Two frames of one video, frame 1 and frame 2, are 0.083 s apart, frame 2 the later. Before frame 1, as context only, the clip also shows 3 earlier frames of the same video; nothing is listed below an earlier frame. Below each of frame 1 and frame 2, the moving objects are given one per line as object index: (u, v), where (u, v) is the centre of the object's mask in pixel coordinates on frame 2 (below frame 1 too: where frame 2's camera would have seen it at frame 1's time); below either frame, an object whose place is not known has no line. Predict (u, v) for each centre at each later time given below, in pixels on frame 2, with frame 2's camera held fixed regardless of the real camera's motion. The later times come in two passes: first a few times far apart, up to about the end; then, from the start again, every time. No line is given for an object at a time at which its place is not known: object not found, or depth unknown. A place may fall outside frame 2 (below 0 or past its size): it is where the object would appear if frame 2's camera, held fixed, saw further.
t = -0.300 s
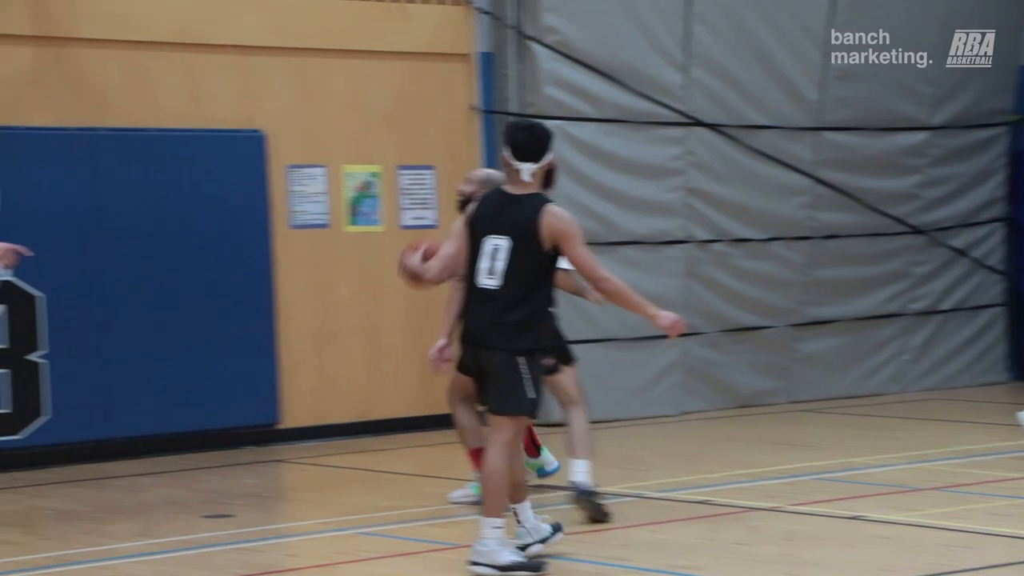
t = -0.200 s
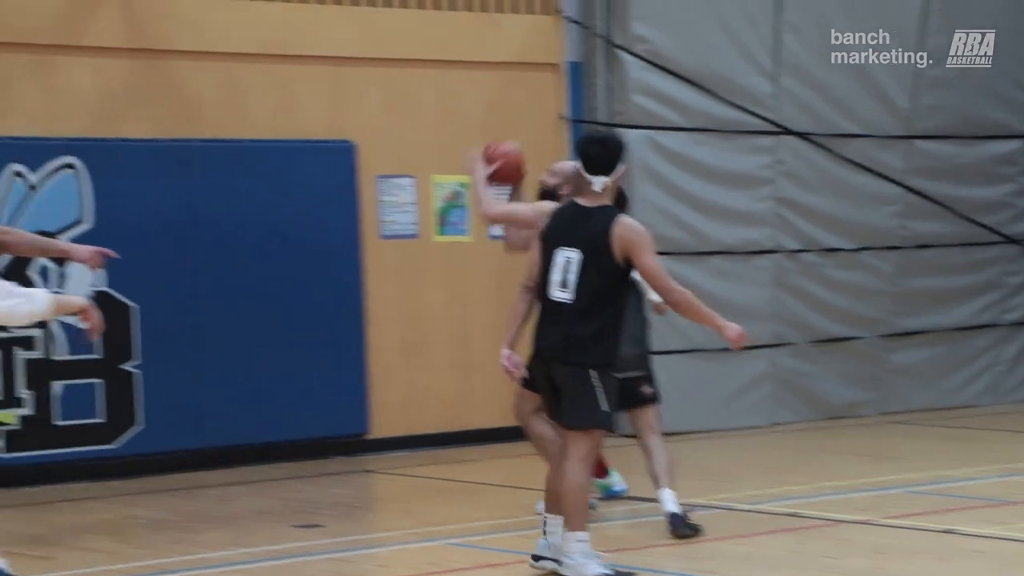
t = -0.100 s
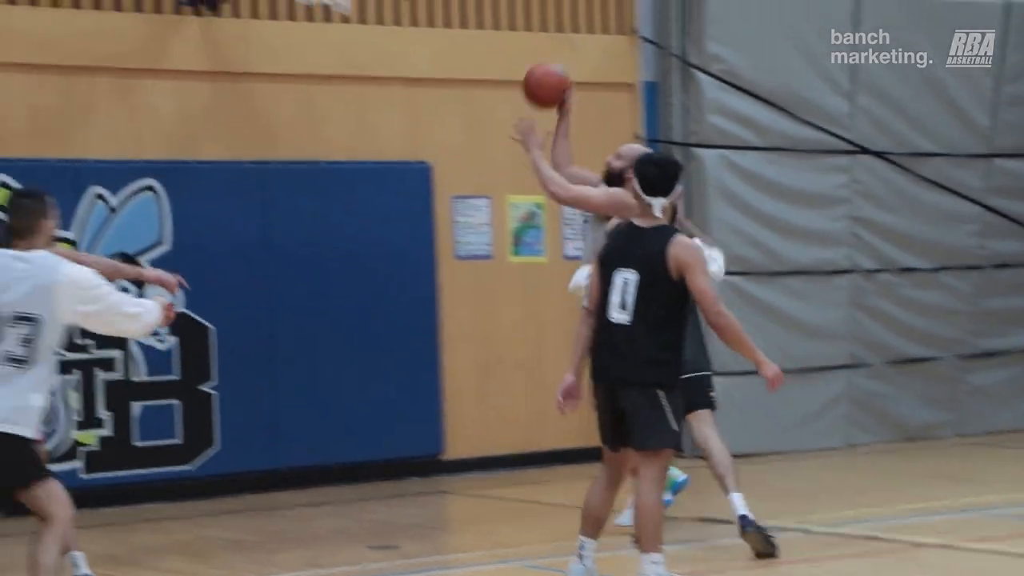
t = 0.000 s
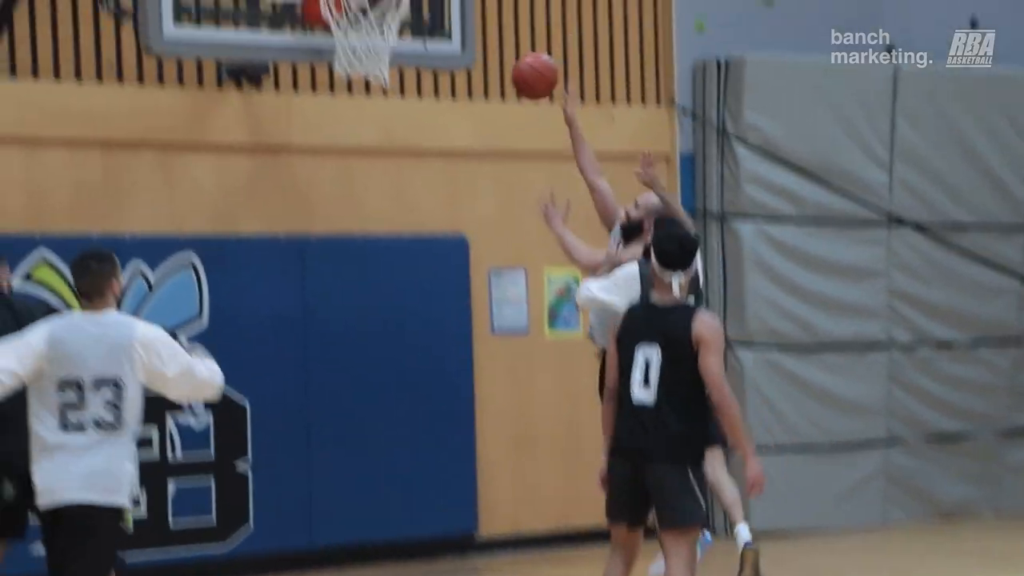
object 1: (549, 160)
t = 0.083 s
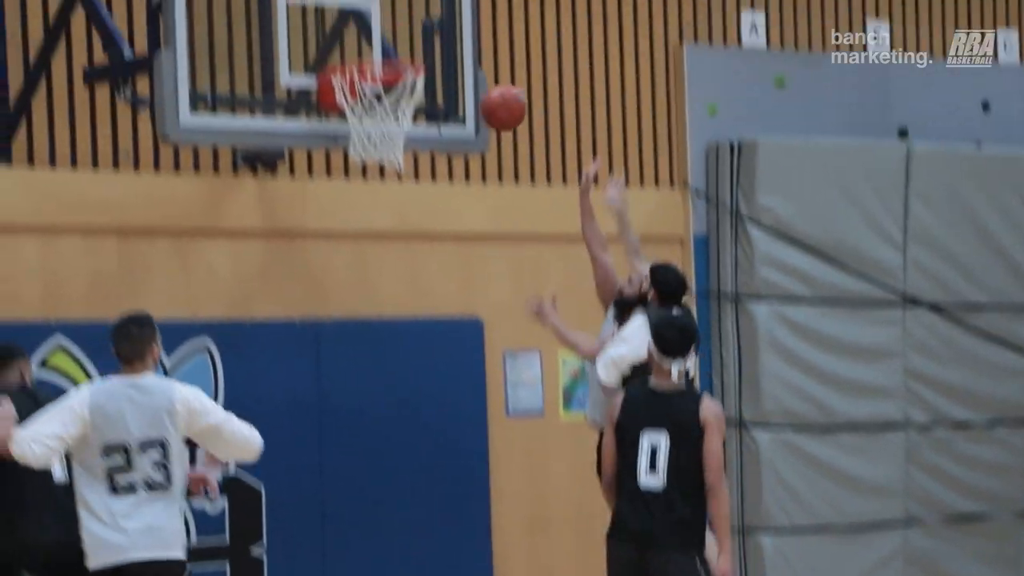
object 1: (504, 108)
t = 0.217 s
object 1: (435, 54)
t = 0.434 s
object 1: (412, 46)
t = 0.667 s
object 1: (406, 48)
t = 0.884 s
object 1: (368, 109)
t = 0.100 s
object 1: (495, 99)
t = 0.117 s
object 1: (486, 91)
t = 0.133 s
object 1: (477, 83)
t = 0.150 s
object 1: (468, 76)
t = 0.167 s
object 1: (460, 70)
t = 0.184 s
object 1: (450, 64)
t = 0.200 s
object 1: (443, 59)
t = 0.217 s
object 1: (435, 54)
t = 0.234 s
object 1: (425, 50)
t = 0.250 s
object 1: (421, 47)
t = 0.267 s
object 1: (420, 45)
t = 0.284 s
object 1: (419, 44)
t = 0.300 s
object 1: (419, 43)
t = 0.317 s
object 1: (418, 42)
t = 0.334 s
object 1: (417, 42)
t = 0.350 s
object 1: (417, 42)
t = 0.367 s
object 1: (416, 43)
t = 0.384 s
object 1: (415, 43)
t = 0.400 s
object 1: (414, 45)
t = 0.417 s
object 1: (413, 46)
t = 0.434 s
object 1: (412, 46)
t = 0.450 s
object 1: (412, 44)
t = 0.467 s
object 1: (411, 43)
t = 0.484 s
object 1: (411, 40)
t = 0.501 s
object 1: (410, 39)
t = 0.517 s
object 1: (410, 38)
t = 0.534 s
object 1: (410, 38)
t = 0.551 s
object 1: (409, 38)
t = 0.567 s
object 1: (409, 39)
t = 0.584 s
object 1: (408, 40)
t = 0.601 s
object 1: (408, 41)
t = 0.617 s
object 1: (408, 43)
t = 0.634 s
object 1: (407, 45)
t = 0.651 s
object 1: (407, 47)
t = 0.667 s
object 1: (406, 48)
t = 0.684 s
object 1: (402, 53)
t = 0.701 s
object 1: (399, 55)
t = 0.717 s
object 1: (396, 58)
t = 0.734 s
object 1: (394, 60)
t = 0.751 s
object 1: (392, 62)
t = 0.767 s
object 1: (388, 66)
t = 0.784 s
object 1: (384, 72)
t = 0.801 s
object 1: (382, 76)
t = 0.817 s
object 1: (380, 82)
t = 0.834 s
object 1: (374, 87)
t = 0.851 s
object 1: (373, 94)
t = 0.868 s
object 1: (370, 101)
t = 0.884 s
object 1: (368, 109)
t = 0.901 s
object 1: (365, 114)
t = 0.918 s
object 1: (364, 120)
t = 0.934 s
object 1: (363, 125)
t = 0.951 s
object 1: (362, 131)
